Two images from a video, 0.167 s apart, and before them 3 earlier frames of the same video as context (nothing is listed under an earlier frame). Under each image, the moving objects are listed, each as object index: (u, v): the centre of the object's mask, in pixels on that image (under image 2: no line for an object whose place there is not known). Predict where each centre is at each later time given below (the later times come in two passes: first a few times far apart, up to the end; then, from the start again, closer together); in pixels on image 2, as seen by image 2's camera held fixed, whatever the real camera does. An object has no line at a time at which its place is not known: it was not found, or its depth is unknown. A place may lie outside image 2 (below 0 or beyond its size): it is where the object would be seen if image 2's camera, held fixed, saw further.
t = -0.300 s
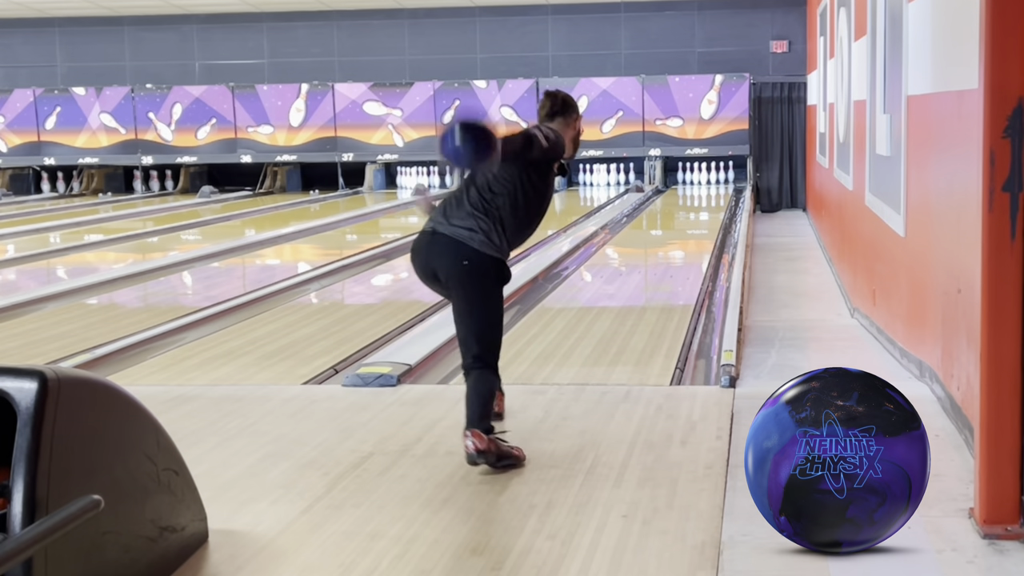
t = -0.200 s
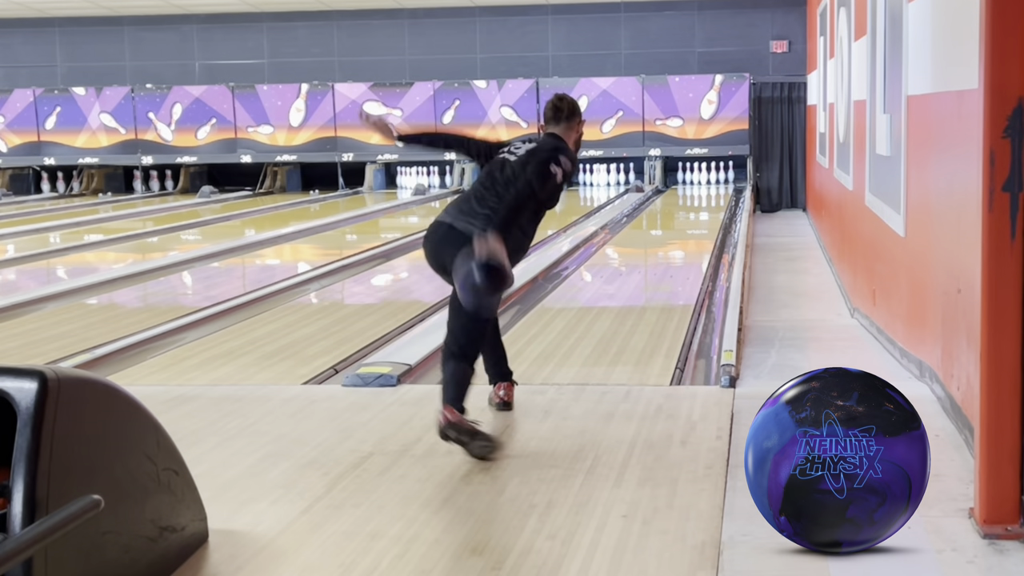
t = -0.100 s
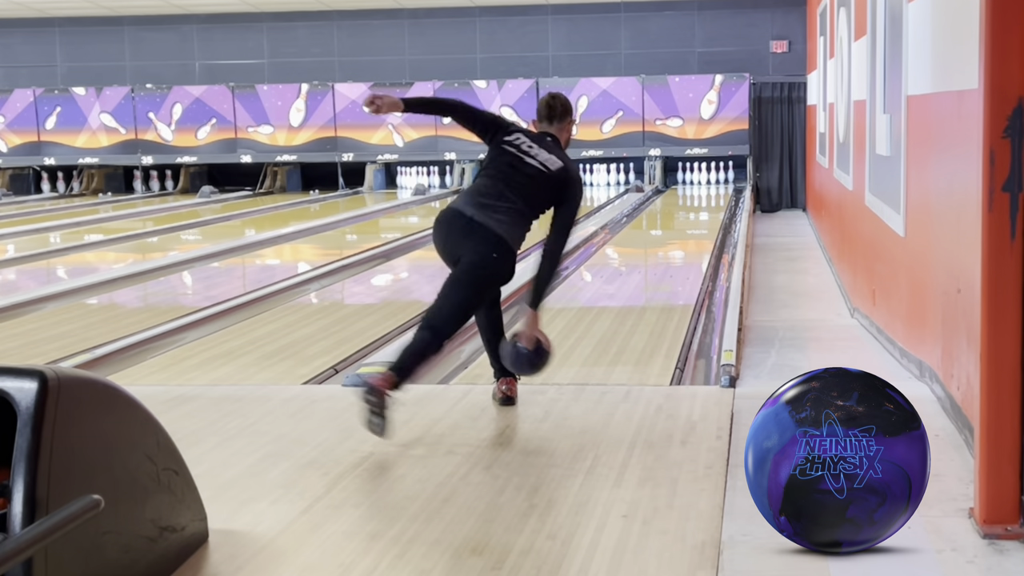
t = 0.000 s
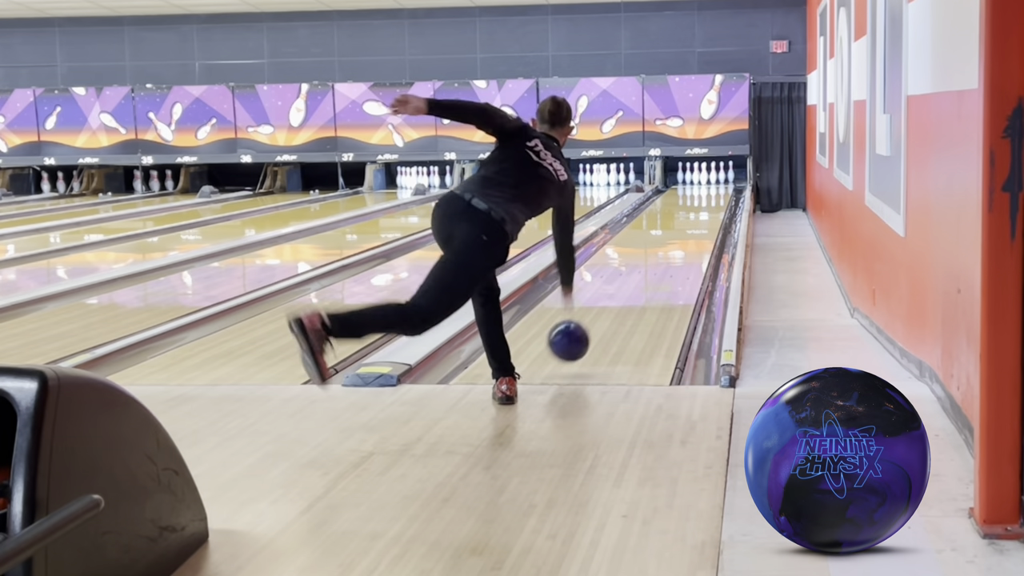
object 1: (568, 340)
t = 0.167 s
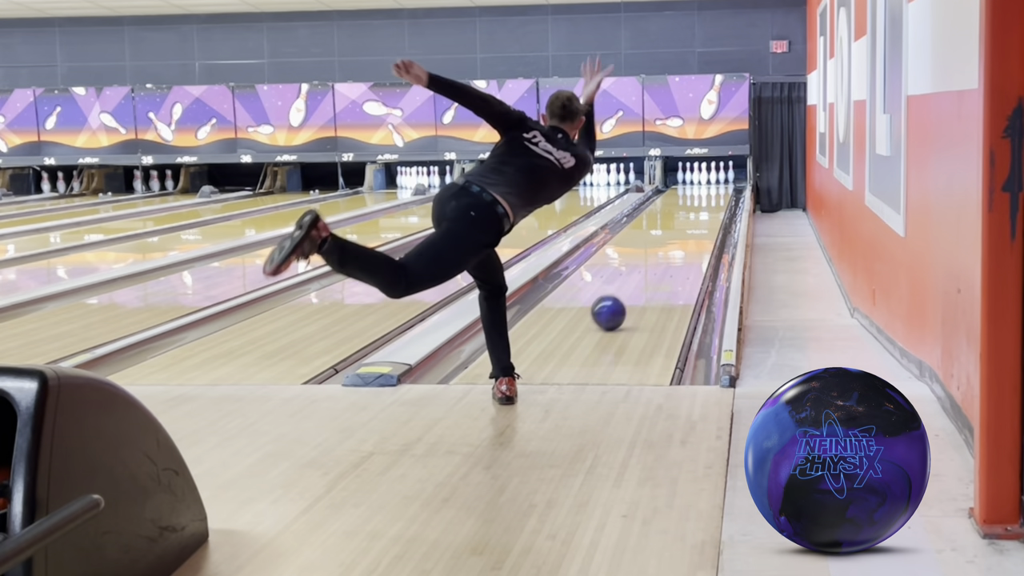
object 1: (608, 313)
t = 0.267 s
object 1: (626, 293)
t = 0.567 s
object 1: (663, 253)
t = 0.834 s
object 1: (683, 229)
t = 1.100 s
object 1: (697, 213)
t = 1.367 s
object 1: (707, 200)
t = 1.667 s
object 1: (712, 190)
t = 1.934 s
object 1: (711, 183)
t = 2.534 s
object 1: (696, 177)
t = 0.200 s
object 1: (614, 306)
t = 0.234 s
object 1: (620, 299)
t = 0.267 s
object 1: (626, 293)
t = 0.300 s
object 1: (631, 288)
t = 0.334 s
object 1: (636, 283)
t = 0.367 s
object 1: (640, 278)
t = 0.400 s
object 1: (645, 273)
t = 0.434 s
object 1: (649, 268)
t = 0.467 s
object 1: (652, 264)
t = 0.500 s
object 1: (656, 260)
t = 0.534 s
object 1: (659, 256)
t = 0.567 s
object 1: (663, 253)
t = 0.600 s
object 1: (665, 249)
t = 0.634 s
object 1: (668, 246)
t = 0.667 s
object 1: (671, 243)
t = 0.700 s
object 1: (674, 240)
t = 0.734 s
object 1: (676, 237)
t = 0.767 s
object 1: (679, 234)
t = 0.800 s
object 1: (681, 232)
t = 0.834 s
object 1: (683, 229)
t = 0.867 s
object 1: (685, 227)
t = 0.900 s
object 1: (687, 225)
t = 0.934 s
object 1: (689, 222)
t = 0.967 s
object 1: (691, 220)
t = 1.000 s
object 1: (693, 218)
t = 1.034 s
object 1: (694, 217)
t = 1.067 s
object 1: (696, 215)
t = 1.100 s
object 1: (697, 213)
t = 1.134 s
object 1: (699, 211)
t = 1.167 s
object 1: (700, 210)
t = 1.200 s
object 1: (701, 208)
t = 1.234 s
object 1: (703, 206)
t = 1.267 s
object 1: (704, 205)
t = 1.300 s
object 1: (705, 203)
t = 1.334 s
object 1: (706, 202)
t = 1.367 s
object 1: (707, 200)
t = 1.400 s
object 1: (708, 199)
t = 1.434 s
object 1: (709, 198)
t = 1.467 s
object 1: (710, 197)
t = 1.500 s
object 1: (710, 195)
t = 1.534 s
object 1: (711, 194)
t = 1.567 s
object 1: (711, 193)
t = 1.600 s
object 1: (712, 192)
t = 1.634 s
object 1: (712, 191)
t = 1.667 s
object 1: (712, 190)
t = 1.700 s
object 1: (712, 189)
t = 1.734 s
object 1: (712, 188)
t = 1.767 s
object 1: (712, 187)
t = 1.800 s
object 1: (712, 186)
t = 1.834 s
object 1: (712, 185)
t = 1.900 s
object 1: (712, 184)
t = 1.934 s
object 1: (711, 183)
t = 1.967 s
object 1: (711, 182)
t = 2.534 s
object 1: (696, 177)
